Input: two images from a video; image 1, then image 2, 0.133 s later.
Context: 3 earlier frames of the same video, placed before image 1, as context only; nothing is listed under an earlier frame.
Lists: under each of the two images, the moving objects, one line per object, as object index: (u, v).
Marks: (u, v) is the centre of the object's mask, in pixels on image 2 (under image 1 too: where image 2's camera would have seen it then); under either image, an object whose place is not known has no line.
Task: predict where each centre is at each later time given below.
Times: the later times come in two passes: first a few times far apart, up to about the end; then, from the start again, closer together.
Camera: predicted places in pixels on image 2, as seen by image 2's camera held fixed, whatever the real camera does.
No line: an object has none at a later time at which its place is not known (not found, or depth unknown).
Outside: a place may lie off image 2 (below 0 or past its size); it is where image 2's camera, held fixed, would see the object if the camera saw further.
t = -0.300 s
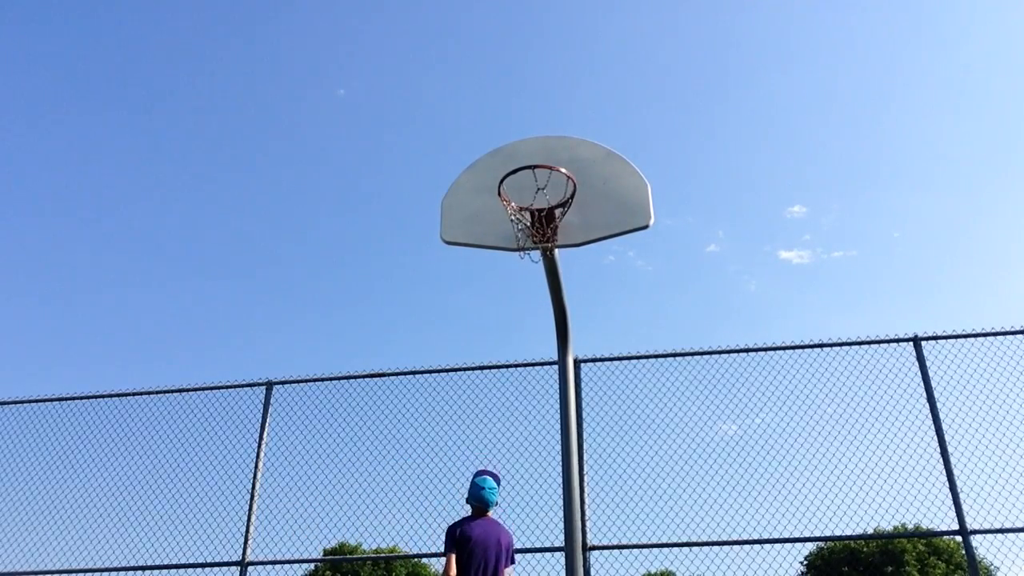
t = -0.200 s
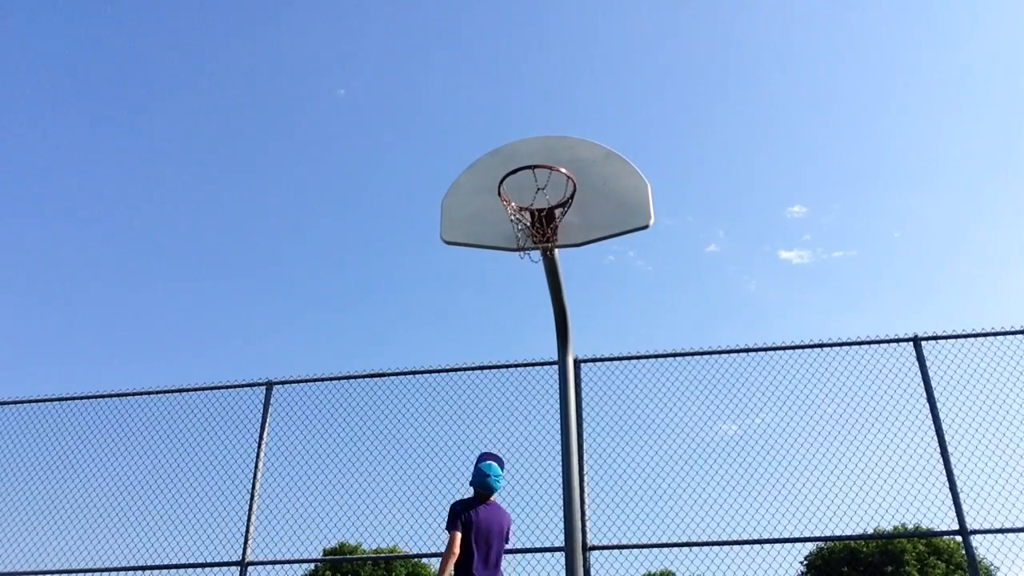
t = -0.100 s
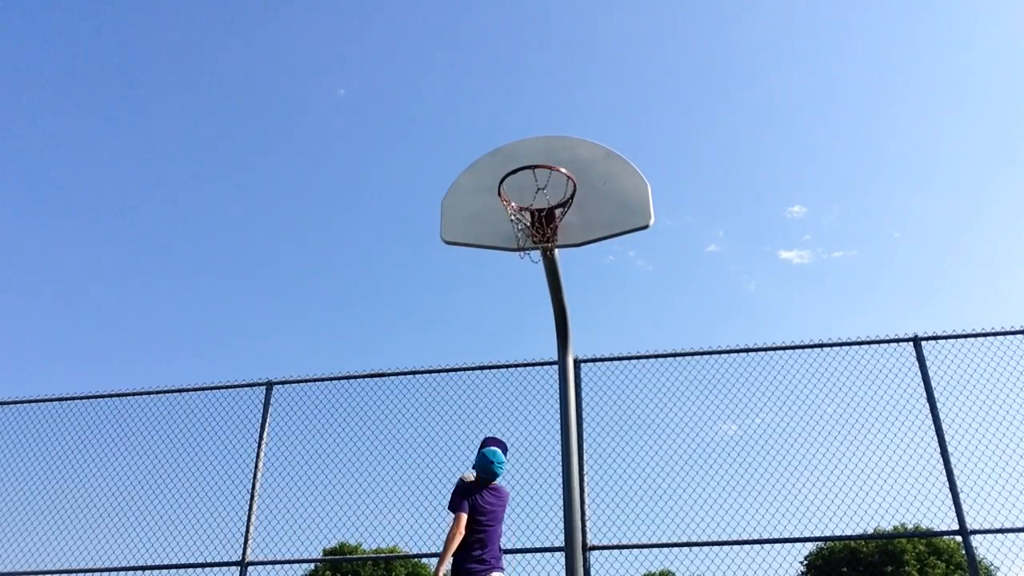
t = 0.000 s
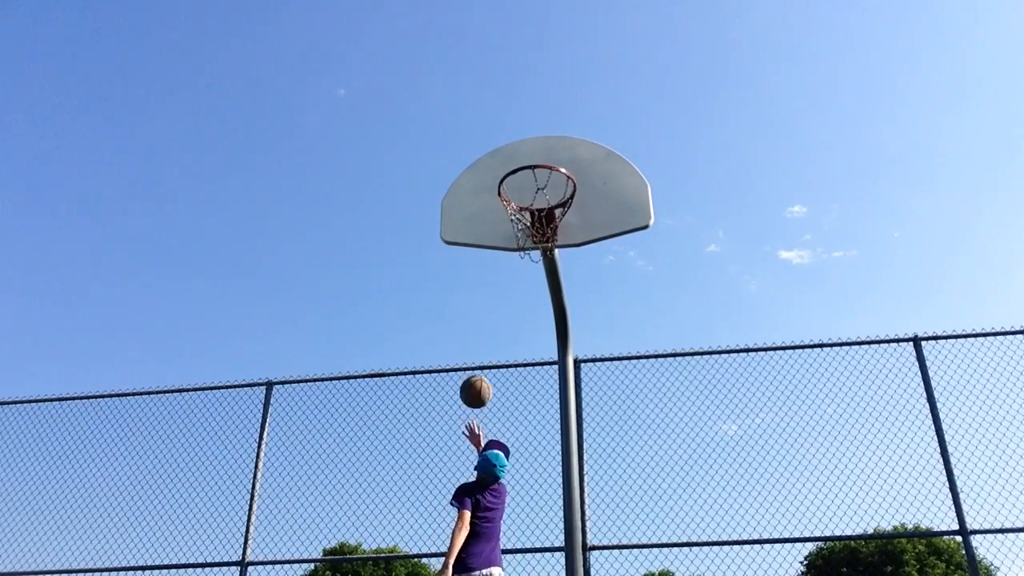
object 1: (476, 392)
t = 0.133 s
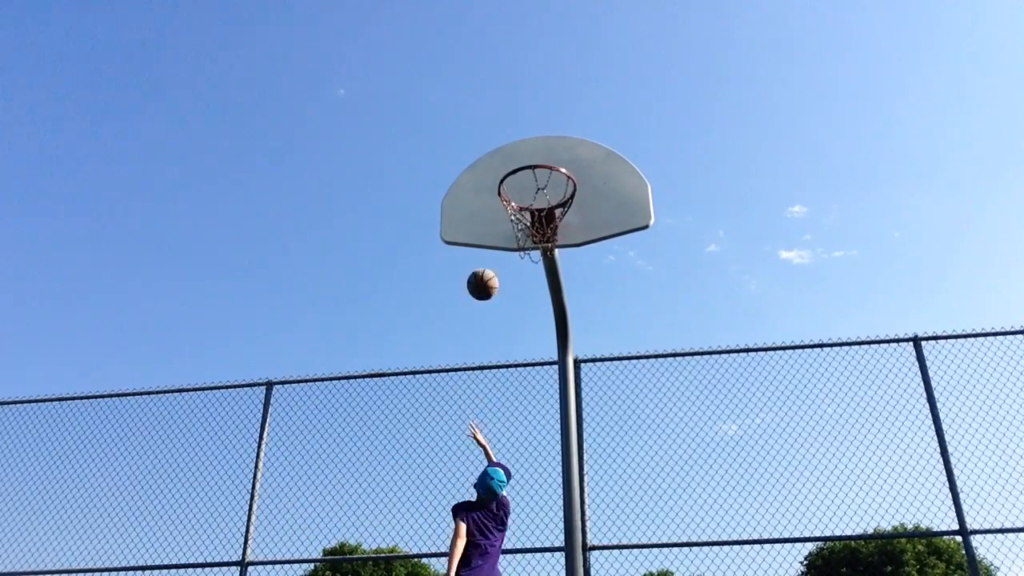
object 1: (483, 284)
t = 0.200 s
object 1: (484, 252)
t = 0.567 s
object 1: (499, 102)
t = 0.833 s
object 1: (509, 88)
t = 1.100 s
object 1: (521, 152)
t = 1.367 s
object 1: (539, 249)
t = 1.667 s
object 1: (566, 455)
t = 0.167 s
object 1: (484, 263)
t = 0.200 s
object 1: (484, 252)
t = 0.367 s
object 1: (486, 150)
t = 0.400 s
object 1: (491, 142)
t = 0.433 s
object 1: (494, 135)
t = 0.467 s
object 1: (496, 126)
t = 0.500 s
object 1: (497, 117)
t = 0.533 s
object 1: (498, 109)
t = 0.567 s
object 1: (499, 102)
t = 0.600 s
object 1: (500, 97)
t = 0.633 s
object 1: (501, 92)
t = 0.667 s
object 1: (503, 89)
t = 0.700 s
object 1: (504, 86)
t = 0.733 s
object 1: (505, 85)
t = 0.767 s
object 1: (506, 85)
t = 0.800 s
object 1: (507, 85)
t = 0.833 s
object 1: (509, 88)
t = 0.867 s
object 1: (510, 91)
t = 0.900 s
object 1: (511, 96)
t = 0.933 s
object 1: (513, 101)
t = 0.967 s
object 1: (514, 108)
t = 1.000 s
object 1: (516, 117)
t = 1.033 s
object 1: (517, 127)
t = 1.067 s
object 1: (519, 139)
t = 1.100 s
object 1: (521, 152)
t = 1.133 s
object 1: (522, 168)
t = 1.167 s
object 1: (524, 185)
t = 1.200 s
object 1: (527, 202)
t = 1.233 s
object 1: (529, 211)
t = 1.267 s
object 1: (532, 219)
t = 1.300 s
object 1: (534, 227)
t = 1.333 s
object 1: (537, 237)
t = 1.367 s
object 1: (539, 249)
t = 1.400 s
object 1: (542, 263)
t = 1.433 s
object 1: (544, 279)
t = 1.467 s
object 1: (547, 297)
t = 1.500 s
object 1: (550, 317)
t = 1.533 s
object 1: (553, 340)
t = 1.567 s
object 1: (556, 364)
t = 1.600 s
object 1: (559, 392)
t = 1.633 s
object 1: (562, 422)
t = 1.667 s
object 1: (566, 455)
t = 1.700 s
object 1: (570, 492)
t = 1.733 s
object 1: (574, 532)
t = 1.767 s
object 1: (578, 565)
